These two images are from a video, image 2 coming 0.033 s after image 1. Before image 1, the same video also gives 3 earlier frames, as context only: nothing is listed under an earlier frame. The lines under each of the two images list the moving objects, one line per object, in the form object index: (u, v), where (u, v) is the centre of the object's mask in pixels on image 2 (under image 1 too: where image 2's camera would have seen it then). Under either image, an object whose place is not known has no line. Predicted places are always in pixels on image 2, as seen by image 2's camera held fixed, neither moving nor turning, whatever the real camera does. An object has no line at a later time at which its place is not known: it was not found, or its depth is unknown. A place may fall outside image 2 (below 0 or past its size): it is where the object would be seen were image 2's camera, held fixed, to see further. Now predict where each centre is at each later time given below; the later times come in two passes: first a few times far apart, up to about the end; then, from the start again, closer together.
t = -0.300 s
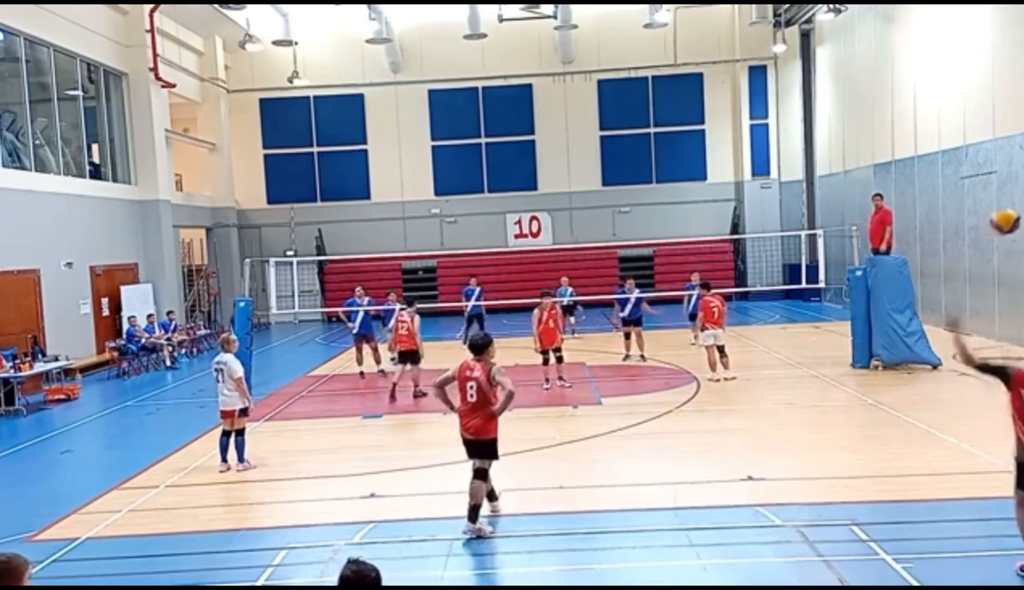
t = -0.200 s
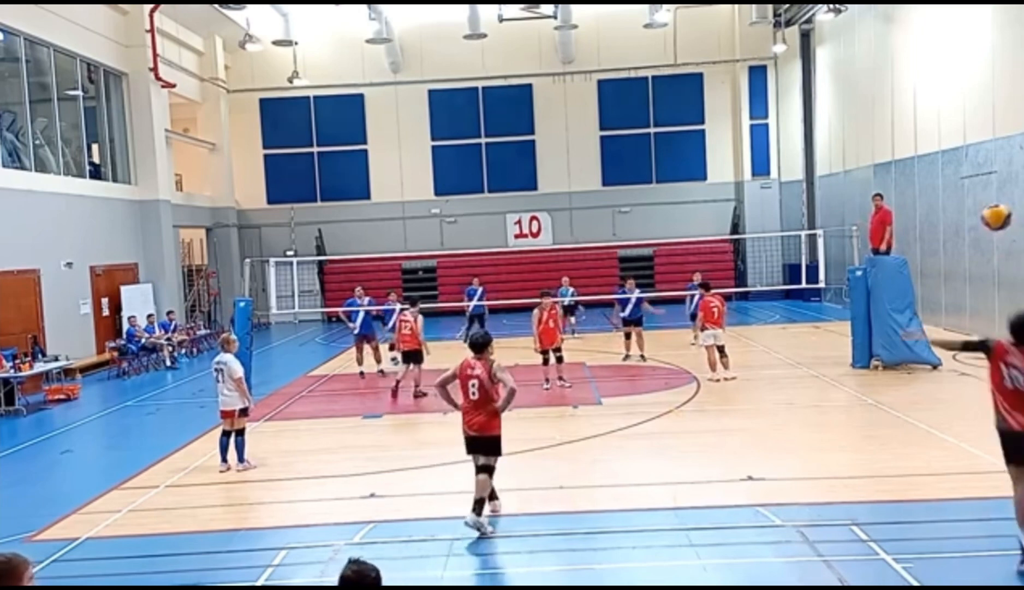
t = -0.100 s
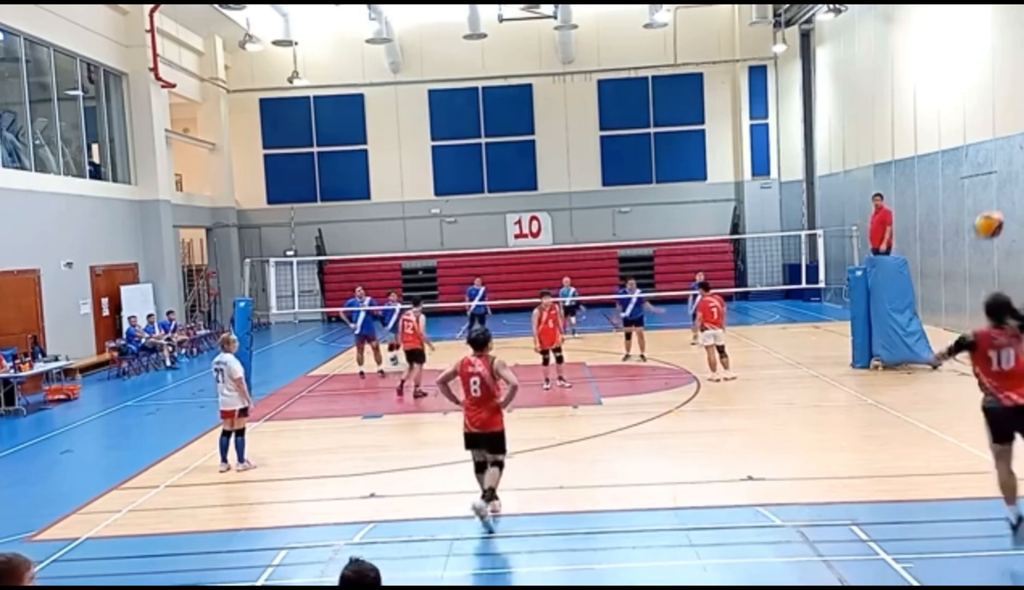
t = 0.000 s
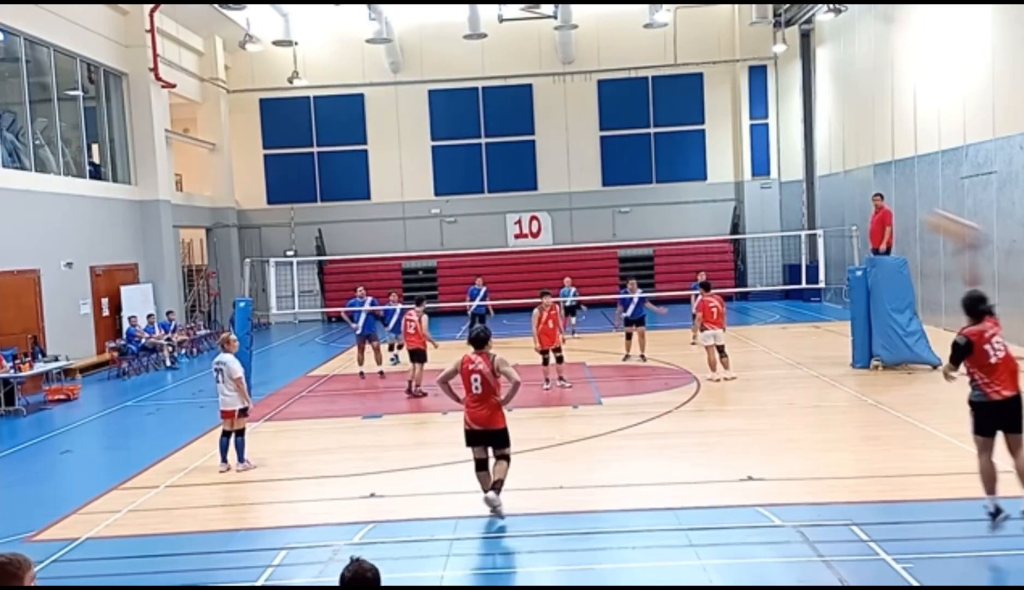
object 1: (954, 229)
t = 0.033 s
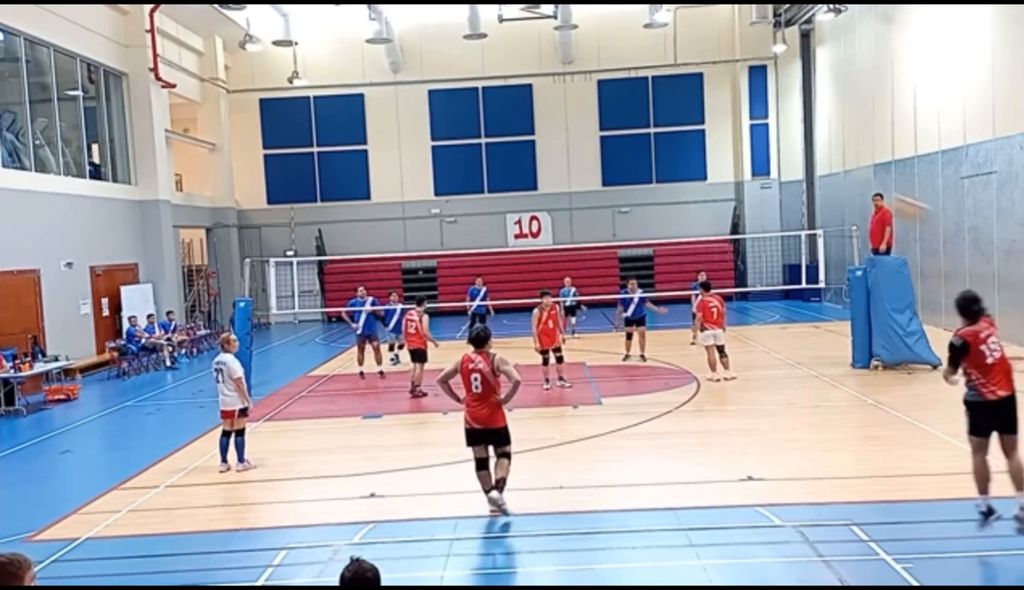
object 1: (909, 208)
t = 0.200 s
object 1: (759, 163)
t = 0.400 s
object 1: (653, 157)
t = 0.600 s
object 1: (587, 176)
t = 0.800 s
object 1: (541, 206)
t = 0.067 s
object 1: (866, 193)
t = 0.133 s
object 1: (807, 175)
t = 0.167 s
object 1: (772, 166)
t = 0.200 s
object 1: (759, 163)
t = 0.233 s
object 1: (734, 159)
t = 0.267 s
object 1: (712, 156)
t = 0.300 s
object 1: (696, 154)
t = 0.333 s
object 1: (681, 155)
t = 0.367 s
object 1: (667, 156)
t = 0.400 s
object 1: (653, 157)
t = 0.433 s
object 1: (639, 159)
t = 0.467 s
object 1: (628, 161)
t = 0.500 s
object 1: (617, 164)
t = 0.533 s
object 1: (608, 167)
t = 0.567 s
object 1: (598, 172)
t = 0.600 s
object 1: (587, 176)
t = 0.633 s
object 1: (579, 181)
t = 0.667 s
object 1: (571, 185)
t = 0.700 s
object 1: (563, 190)
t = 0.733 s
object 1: (556, 195)
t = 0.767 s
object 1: (547, 202)
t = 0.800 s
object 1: (541, 206)
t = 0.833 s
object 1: (534, 212)
